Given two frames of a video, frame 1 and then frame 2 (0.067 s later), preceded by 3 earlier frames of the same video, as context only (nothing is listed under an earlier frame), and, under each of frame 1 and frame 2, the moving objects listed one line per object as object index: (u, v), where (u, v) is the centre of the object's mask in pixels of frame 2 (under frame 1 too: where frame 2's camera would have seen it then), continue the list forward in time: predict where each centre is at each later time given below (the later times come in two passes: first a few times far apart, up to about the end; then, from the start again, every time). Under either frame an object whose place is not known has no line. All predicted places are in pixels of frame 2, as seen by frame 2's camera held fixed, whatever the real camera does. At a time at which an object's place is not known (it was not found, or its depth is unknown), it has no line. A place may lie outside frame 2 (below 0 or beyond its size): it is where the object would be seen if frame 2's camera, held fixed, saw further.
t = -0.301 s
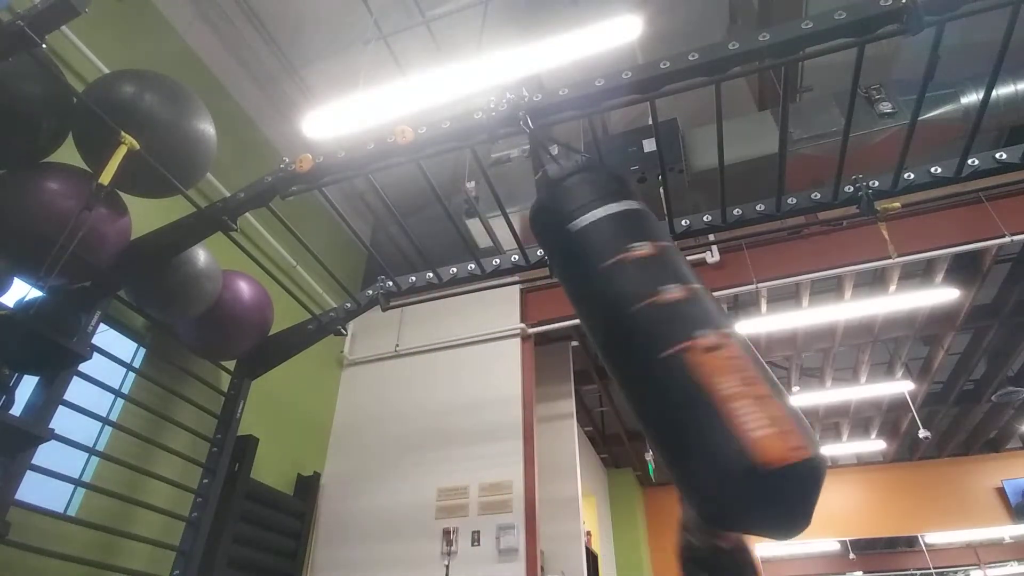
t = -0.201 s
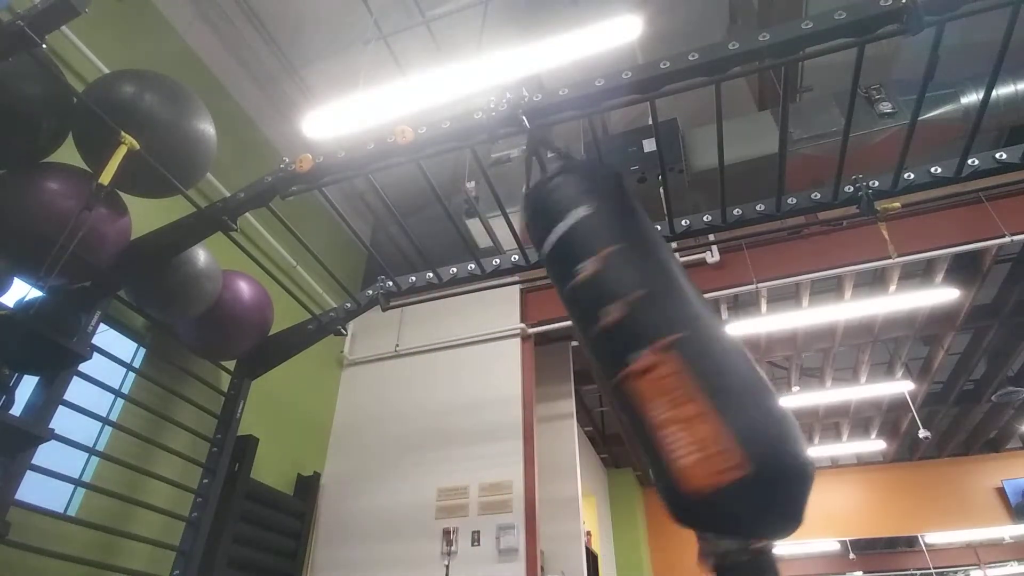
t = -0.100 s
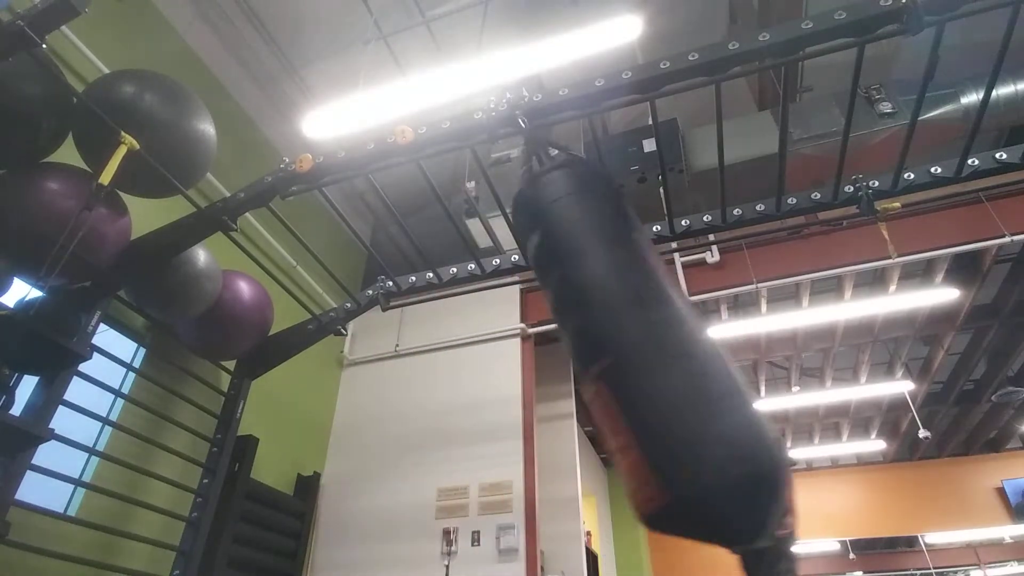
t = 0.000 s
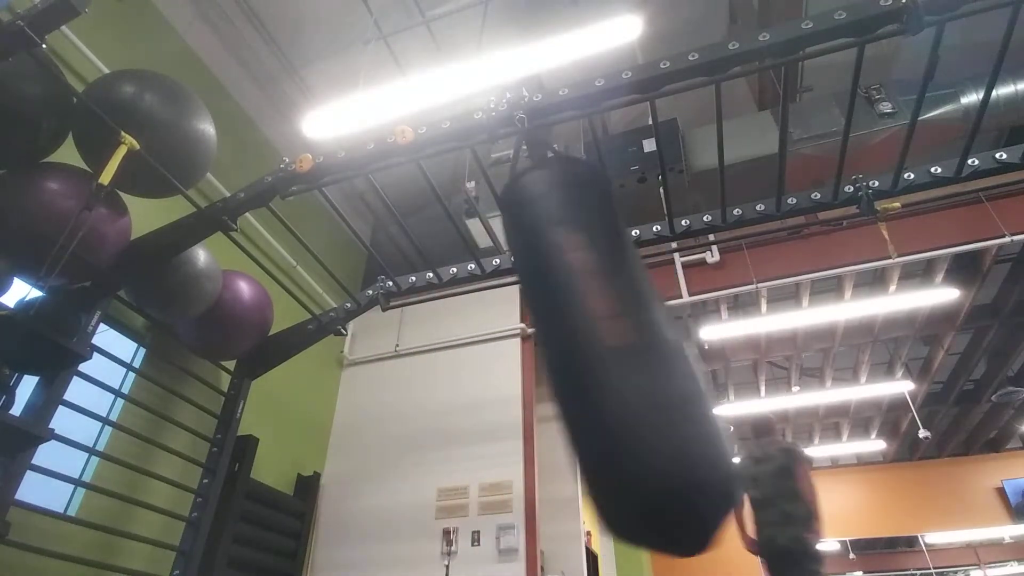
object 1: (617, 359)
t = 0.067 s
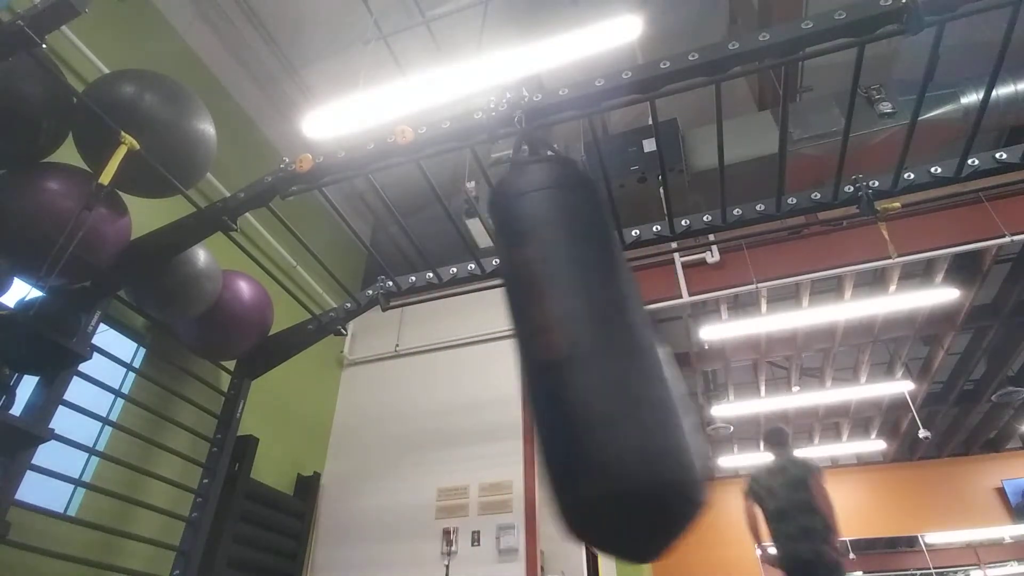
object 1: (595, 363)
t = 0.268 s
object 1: (500, 369)
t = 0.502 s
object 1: (402, 361)
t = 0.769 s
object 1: (360, 355)
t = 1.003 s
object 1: (377, 363)
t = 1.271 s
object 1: (438, 382)
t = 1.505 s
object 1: (521, 383)
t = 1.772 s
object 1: (617, 373)
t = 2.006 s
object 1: (669, 355)
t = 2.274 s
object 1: (676, 348)
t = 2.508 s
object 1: (627, 356)
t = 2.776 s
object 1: (519, 371)
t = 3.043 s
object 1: (409, 366)
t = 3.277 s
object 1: (371, 362)
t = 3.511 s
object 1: (381, 366)
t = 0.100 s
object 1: (581, 365)
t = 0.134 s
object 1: (567, 366)
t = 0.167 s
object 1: (552, 368)
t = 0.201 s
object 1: (537, 370)
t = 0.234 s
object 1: (520, 370)
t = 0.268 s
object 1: (500, 369)
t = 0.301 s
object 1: (483, 368)
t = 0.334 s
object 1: (471, 369)
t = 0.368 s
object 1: (456, 369)
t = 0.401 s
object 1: (438, 365)
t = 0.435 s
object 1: (425, 363)
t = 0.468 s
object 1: (412, 362)
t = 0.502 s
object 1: (402, 361)
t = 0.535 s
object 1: (392, 360)
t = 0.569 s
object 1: (382, 360)
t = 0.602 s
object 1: (377, 356)
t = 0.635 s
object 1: (373, 354)
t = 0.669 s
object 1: (368, 354)
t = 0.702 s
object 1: (365, 353)
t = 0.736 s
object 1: (363, 353)
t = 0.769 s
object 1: (360, 355)
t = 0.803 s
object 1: (361, 354)
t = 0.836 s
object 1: (363, 354)
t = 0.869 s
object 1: (364, 357)
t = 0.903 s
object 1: (366, 358)
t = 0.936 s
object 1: (369, 360)
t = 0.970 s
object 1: (372, 362)
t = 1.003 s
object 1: (377, 363)
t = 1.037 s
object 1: (383, 364)
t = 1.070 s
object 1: (389, 367)
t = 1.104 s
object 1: (394, 371)
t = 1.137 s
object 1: (402, 374)
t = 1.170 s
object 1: (409, 379)
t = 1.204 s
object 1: (419, 376)
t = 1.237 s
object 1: (428, 378)
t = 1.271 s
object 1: (438, 382)
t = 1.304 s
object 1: (449, 382)
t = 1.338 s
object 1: (459, 384)
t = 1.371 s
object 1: (471, 384)
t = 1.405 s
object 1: (484, 387)
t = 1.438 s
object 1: (495, 387)
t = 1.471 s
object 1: (509, 387)
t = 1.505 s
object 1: (521, 383)
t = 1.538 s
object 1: (533, 382)
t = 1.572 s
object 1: (545, 383)
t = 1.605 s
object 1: (560, 384)
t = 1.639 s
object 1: (572, 383)
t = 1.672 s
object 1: (584, 381)
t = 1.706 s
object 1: (595, 379)
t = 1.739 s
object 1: (606, 376)
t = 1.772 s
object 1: (617, 373)
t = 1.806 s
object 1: (626, 372)
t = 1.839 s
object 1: (635, 370)
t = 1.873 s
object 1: (643, 368)
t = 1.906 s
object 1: (651, 366)
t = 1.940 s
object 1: (658, 362)
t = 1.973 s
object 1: (663, 358)
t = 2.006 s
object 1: (669, 355)
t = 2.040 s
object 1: (674, 354)
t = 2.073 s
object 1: (677, 353)
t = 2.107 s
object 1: (680, 350)
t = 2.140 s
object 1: (681, 349)
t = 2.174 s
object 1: (680, 347)
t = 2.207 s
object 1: (680, 347)
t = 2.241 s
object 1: (679, 347)
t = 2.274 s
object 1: (676, 348)
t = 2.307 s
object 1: (674, 350)
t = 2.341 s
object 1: (670, 351)
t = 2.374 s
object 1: (662, 353)
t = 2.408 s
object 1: (655, 352)
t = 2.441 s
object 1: (646, 351)
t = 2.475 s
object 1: (637, 354)
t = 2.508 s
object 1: (627, 356)
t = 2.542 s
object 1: (616, 357)
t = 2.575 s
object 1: (605, 360)
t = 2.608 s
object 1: (594, 361)
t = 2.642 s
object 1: (581, 365)
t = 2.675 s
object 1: (565, 366)
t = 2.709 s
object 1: (551, 368)
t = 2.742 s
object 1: (536, 371)
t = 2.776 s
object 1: (519, 371)
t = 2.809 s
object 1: (501, 371)
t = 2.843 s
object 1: (485, 372)
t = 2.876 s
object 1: (473, 373)
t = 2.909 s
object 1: (458, 374)
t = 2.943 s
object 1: (442, 371)
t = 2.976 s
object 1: (430, 369)
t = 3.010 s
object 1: (418, 368)
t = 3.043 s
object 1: (409, 366)
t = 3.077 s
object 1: (398, 368)
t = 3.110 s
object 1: (390, 367)
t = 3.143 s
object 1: (385, 365)
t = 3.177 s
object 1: (380, 364)
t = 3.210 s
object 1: (375, 362)
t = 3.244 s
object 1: (373, 362)
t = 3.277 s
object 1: (371, 362)
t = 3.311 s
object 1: (370, 360)
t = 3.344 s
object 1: (371, 359)
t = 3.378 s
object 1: (372, 359)
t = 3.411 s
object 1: (373, 360)
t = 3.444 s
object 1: (376, 361)
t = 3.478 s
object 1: (378, 363)
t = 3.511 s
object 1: (381, 366)
